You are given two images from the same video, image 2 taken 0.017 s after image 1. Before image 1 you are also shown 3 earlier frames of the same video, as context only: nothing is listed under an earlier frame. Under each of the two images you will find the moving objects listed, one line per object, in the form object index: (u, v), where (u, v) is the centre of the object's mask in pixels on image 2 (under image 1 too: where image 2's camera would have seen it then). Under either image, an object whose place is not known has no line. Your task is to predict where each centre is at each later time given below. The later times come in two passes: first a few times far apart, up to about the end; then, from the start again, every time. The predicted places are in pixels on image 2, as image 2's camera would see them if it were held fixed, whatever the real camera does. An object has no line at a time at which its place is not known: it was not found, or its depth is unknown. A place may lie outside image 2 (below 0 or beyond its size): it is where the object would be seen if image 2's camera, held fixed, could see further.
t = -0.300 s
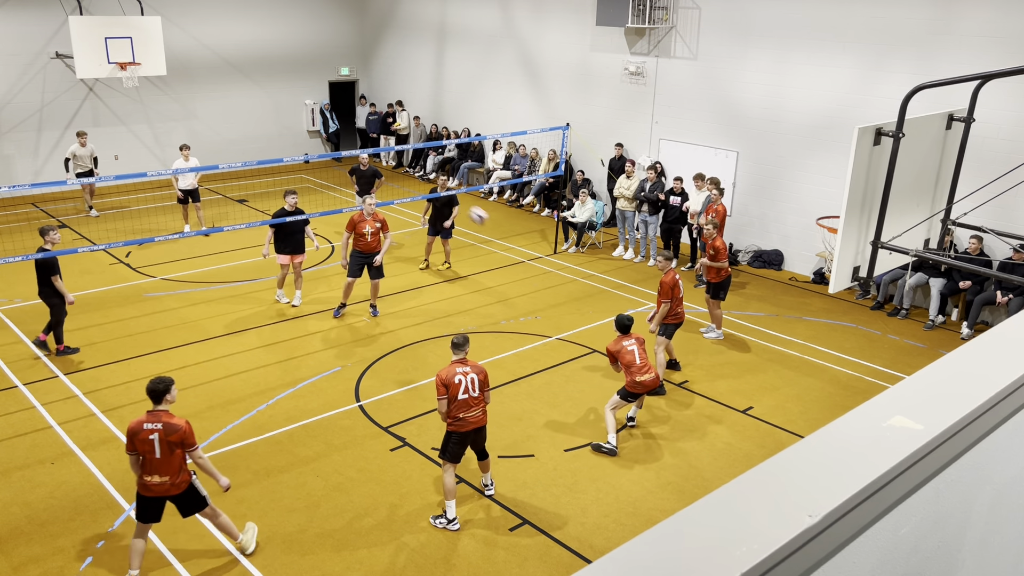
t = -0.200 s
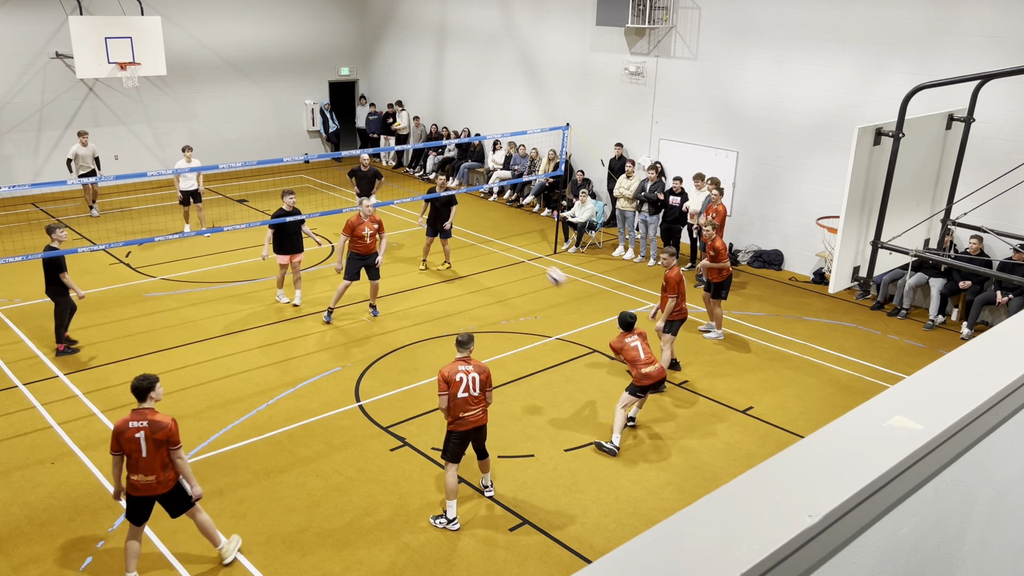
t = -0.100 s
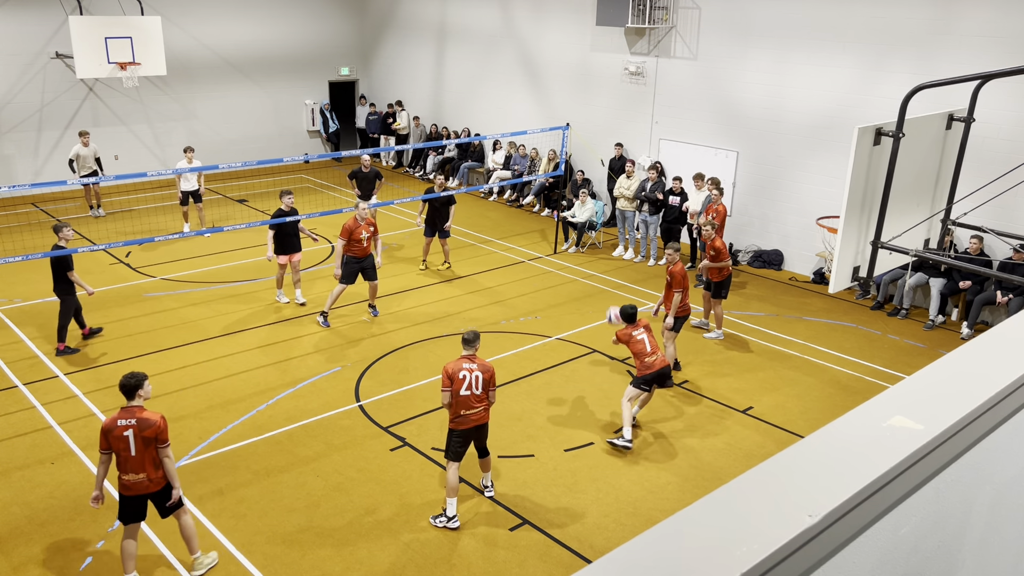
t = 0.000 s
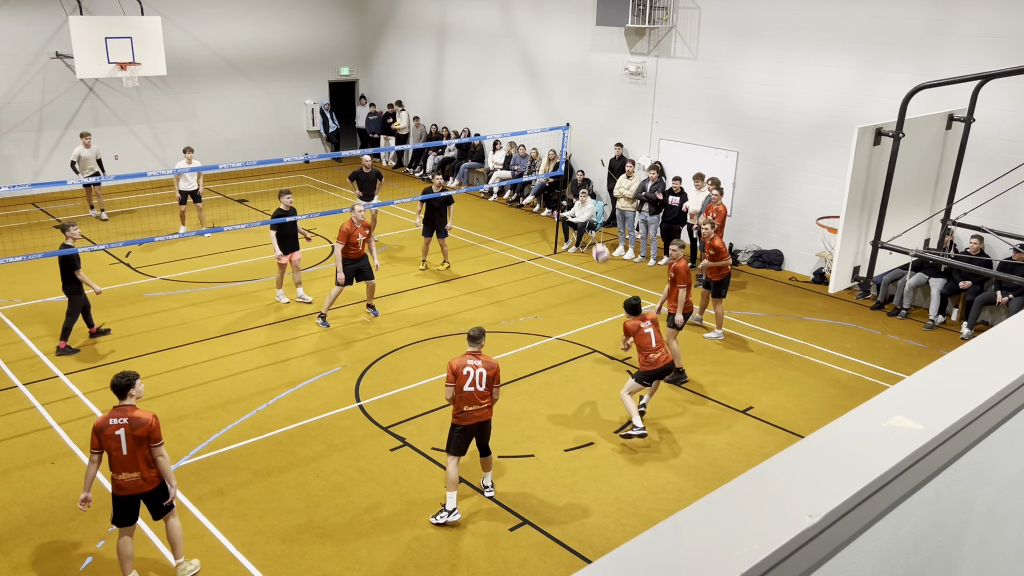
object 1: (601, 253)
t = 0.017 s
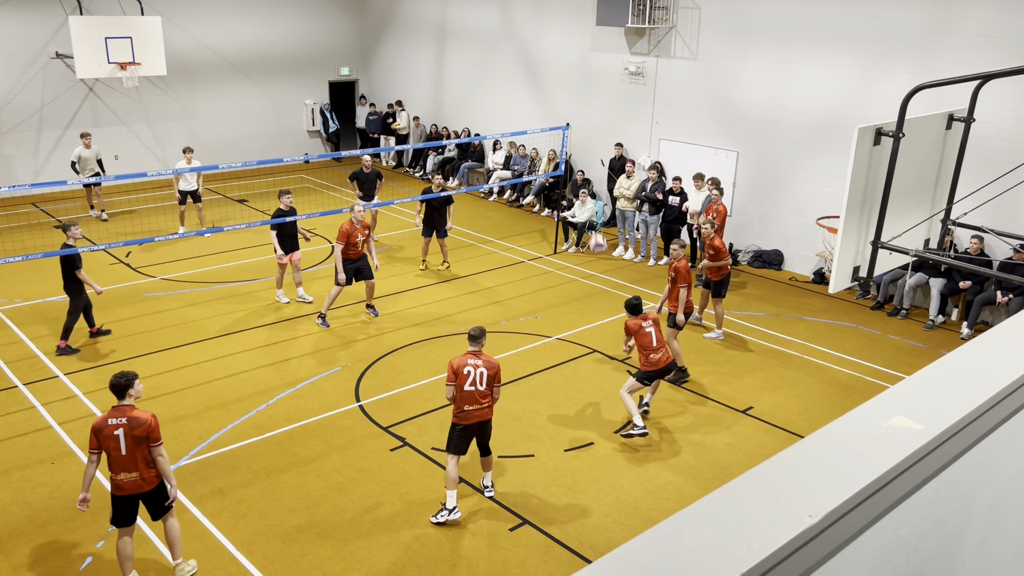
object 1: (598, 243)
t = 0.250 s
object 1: (566, 131)
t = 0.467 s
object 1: (536, 68)
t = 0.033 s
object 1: (595, 234)
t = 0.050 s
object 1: (593, 225)
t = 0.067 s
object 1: (591, 217)
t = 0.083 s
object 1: (589, 207)
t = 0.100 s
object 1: (586, 198)
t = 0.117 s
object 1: (584, 190)
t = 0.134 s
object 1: (581, 183)
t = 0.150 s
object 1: (579, 175)
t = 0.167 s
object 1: (576, 166)
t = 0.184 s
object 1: (574, 159)
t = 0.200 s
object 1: (573, 152)
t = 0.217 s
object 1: (570, 145)
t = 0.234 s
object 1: (568, 138)
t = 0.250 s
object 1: (566, 131)
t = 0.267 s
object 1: (563, 125)
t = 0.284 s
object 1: (561, 119)
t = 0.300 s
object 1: (558, 113)
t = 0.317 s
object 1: (556, 108)
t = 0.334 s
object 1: (554, 102)
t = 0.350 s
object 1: (552, 97)
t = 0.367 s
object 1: (549, 92)
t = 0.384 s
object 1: (547, 88)
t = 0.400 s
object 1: (545, 83)
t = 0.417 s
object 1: (543, 79)
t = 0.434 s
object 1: (540, 75)
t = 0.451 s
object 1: (538, 71)
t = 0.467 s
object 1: (536, 68)
